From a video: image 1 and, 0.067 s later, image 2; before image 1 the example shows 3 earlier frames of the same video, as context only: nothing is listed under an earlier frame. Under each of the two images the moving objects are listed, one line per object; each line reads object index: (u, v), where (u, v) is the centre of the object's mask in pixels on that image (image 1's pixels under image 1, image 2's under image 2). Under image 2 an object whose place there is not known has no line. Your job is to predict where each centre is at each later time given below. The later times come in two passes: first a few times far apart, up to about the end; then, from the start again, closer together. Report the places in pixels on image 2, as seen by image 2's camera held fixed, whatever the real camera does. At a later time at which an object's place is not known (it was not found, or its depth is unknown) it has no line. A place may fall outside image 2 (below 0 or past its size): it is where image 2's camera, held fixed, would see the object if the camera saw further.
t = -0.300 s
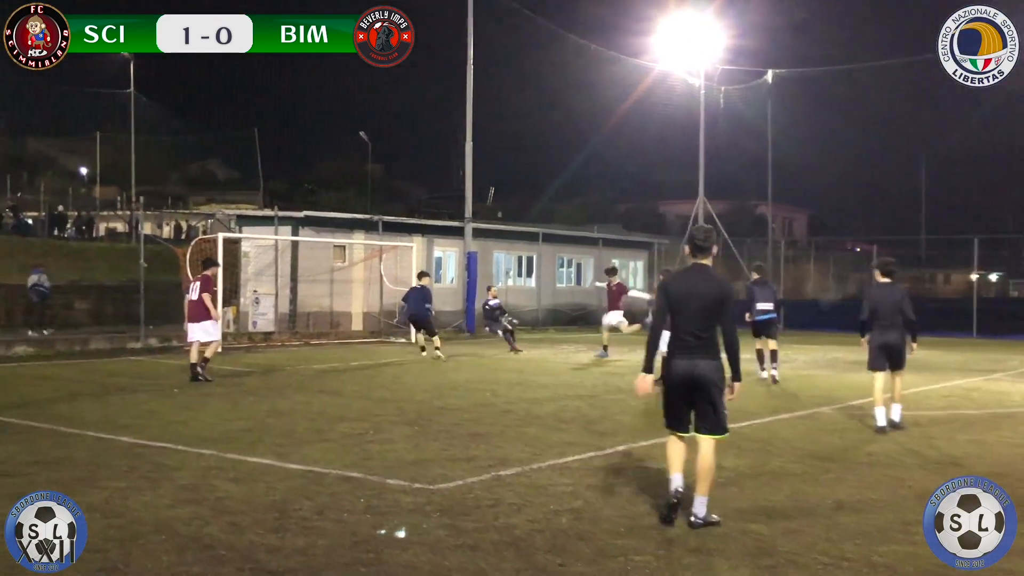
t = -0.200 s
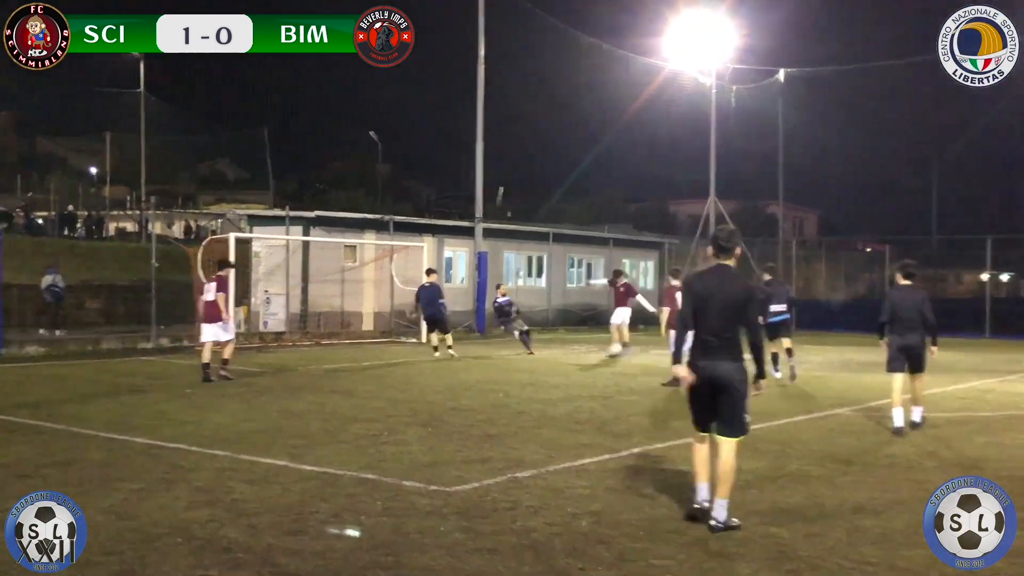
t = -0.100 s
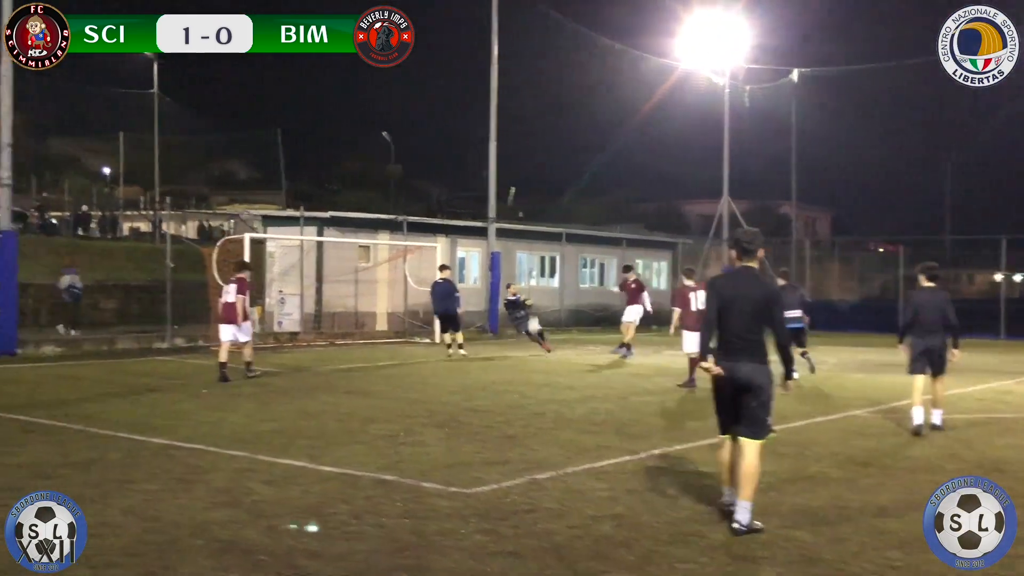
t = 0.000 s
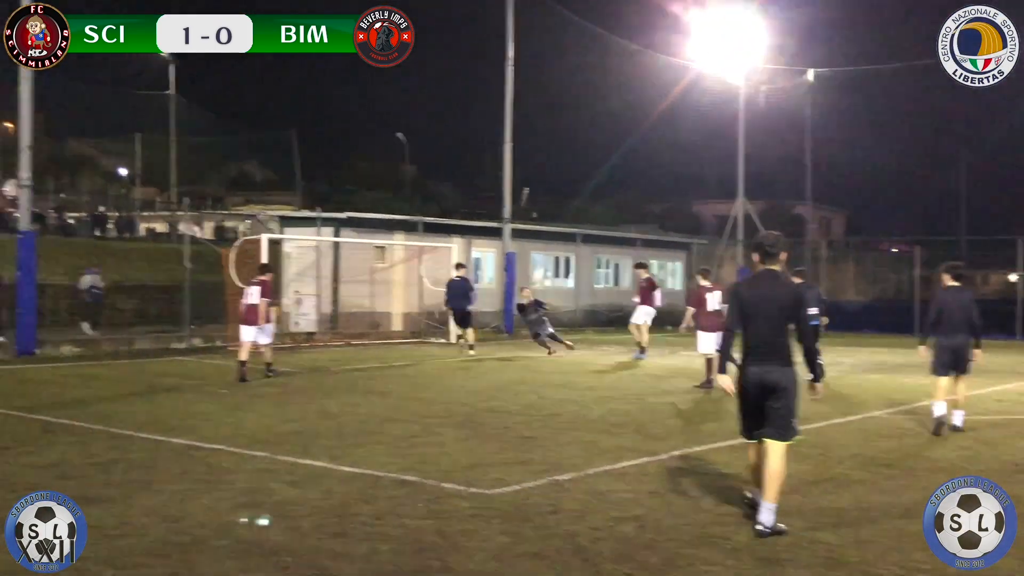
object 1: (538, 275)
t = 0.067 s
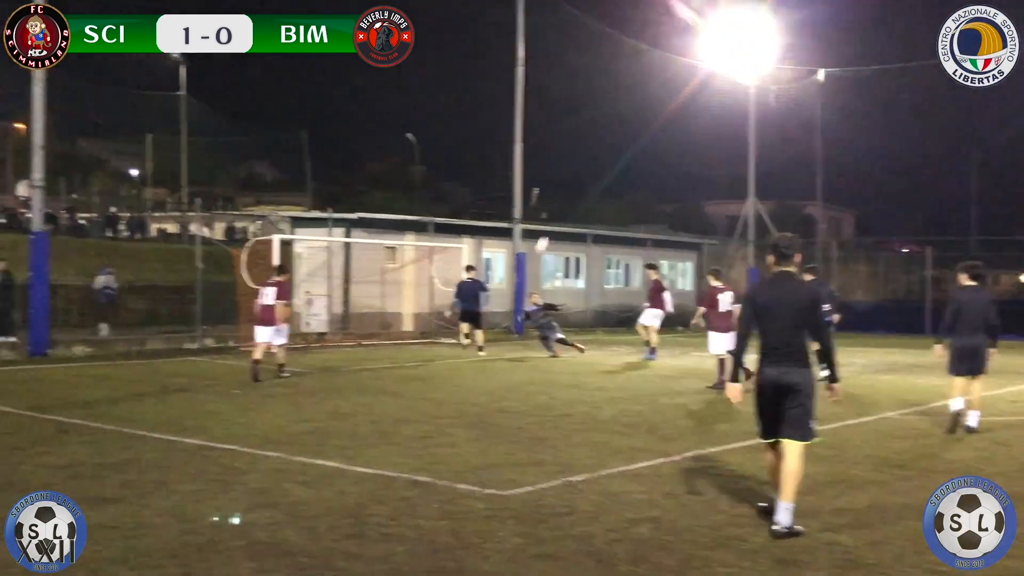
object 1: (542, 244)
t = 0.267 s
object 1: (519, 164)
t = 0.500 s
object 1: (488, 94)
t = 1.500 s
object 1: (284, 157)
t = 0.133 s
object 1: (535, 216)
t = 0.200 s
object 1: (528, 189)
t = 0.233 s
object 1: (524, 176)
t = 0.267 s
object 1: (519, 164)
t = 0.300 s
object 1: (515, 152)
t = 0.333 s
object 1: (511, 141)
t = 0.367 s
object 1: (507, 130)
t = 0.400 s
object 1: (503, 120)
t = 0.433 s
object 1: (498, 111)
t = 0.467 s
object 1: (493, 102)
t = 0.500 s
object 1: (488, 94)
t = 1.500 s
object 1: (284, 157)
